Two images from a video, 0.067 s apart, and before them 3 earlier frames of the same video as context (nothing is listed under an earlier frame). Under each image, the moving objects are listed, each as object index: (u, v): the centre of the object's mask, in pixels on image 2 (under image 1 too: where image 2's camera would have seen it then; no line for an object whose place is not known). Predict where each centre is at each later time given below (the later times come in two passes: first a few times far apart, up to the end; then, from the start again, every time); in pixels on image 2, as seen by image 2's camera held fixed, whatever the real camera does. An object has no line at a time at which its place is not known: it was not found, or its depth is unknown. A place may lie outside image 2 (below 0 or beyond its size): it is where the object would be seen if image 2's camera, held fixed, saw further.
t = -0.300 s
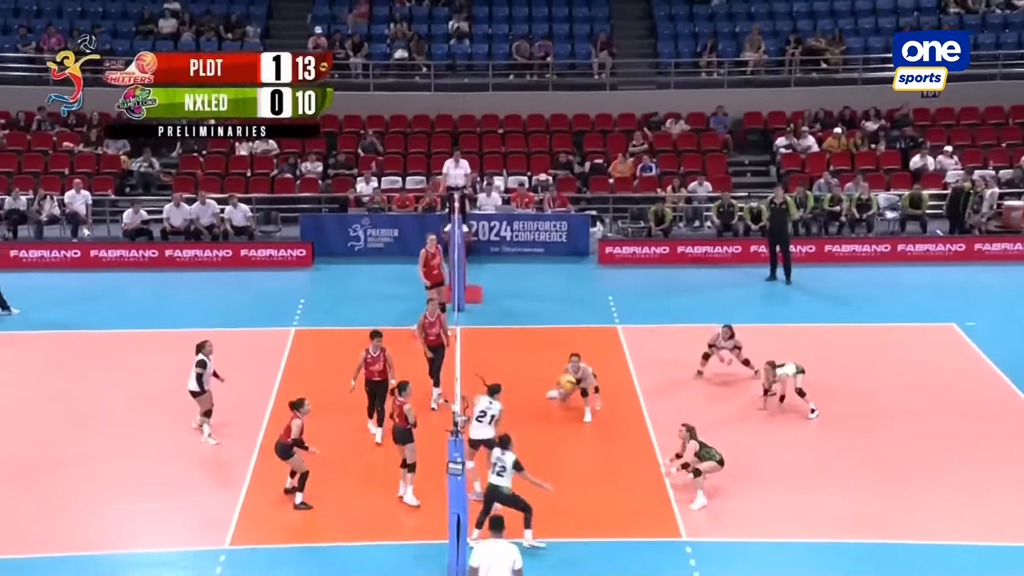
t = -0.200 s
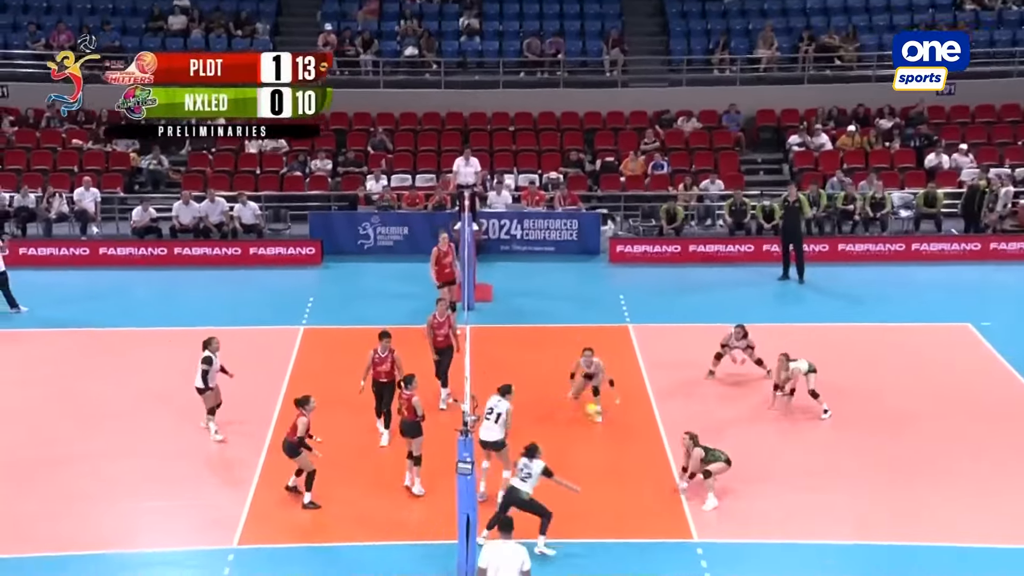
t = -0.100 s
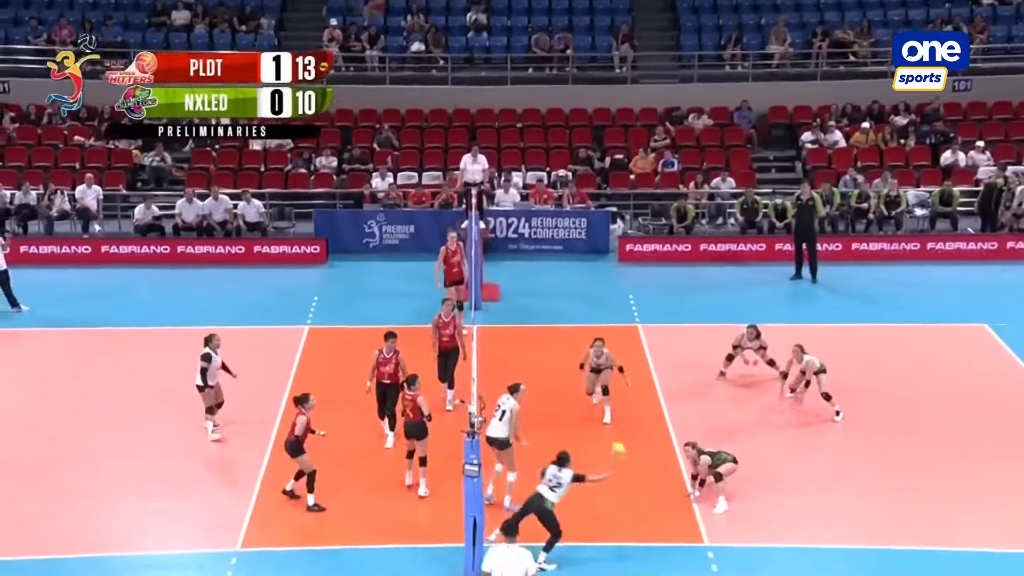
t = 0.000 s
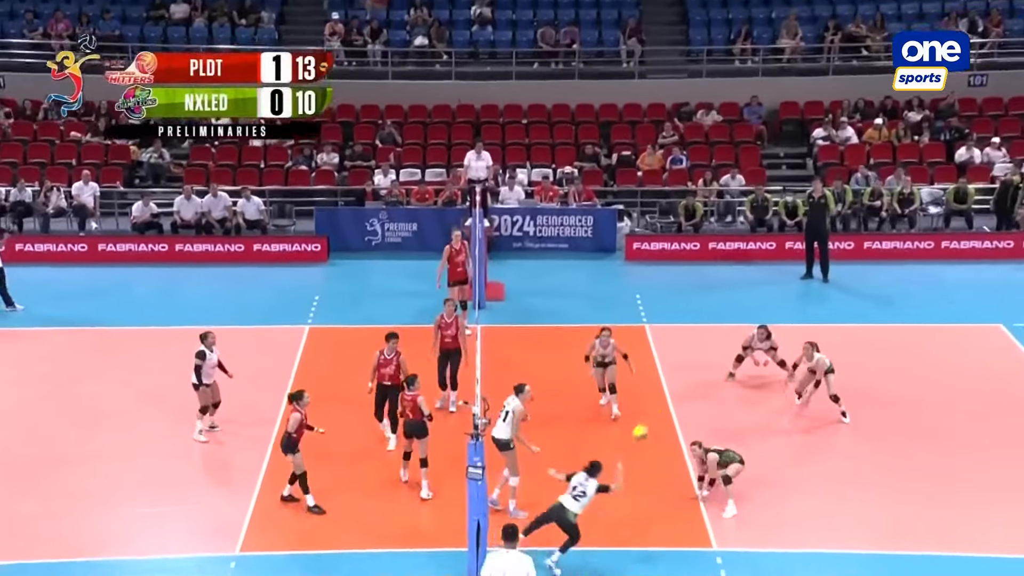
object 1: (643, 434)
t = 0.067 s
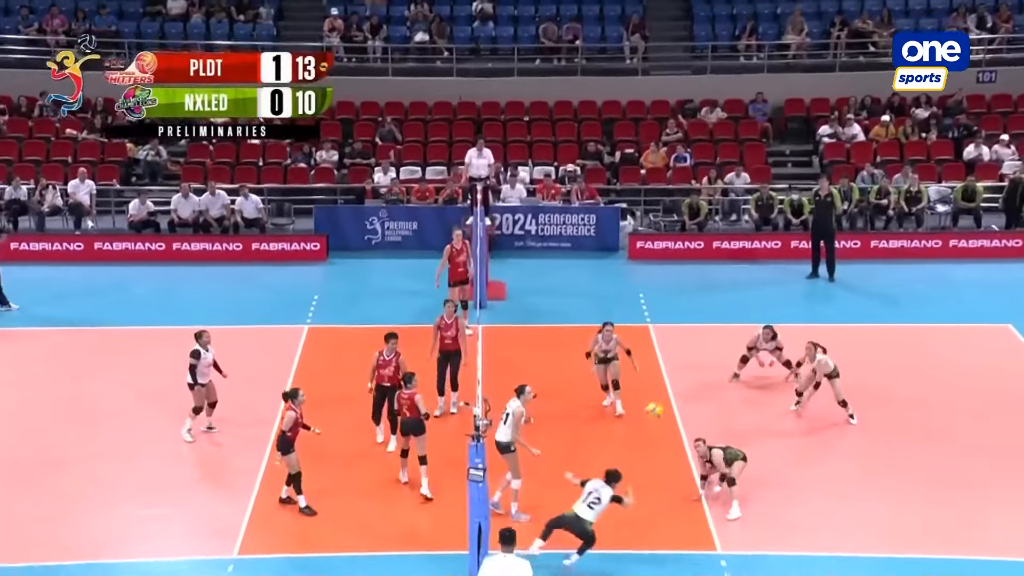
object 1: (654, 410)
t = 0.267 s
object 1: (681, 362)
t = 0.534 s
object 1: (714, 347)
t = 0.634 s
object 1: (726, 354)
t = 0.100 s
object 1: (657, 400)
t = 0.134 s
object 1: (663, 390)
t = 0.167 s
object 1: (667, 382)
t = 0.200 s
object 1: (672, 375)
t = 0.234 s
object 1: (676, 369)
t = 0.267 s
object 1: (681, 362)
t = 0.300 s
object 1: (684, 359)
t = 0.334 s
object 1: (689, 354)
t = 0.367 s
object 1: (694, 351)
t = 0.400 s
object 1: (698, 348)
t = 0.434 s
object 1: (703, 347)
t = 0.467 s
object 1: (706, 346)
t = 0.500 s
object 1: (711, 347)
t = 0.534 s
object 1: (714, 347)
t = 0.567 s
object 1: (719, 349)
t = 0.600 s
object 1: (722, 351)
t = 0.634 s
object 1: (726, 354)
